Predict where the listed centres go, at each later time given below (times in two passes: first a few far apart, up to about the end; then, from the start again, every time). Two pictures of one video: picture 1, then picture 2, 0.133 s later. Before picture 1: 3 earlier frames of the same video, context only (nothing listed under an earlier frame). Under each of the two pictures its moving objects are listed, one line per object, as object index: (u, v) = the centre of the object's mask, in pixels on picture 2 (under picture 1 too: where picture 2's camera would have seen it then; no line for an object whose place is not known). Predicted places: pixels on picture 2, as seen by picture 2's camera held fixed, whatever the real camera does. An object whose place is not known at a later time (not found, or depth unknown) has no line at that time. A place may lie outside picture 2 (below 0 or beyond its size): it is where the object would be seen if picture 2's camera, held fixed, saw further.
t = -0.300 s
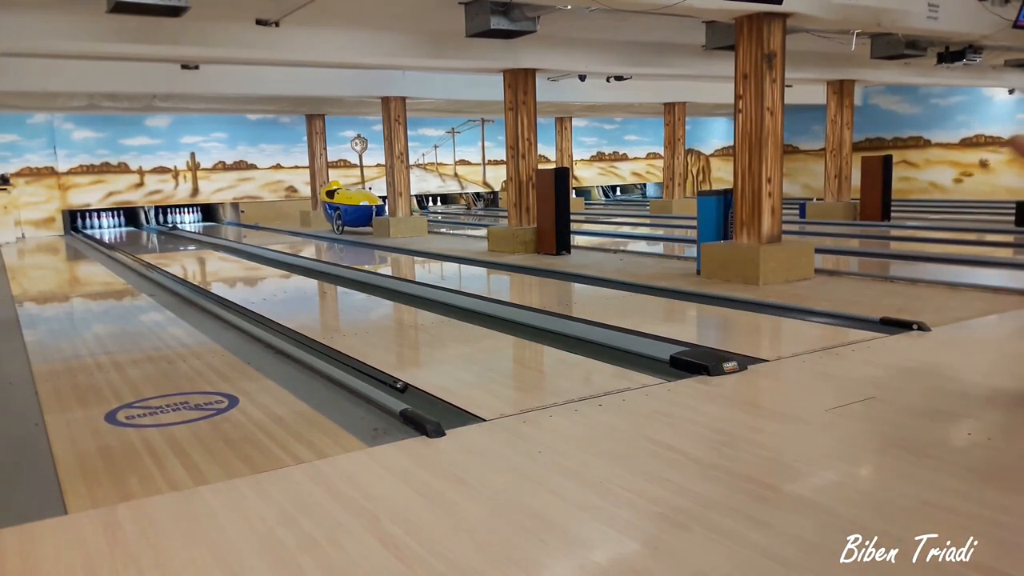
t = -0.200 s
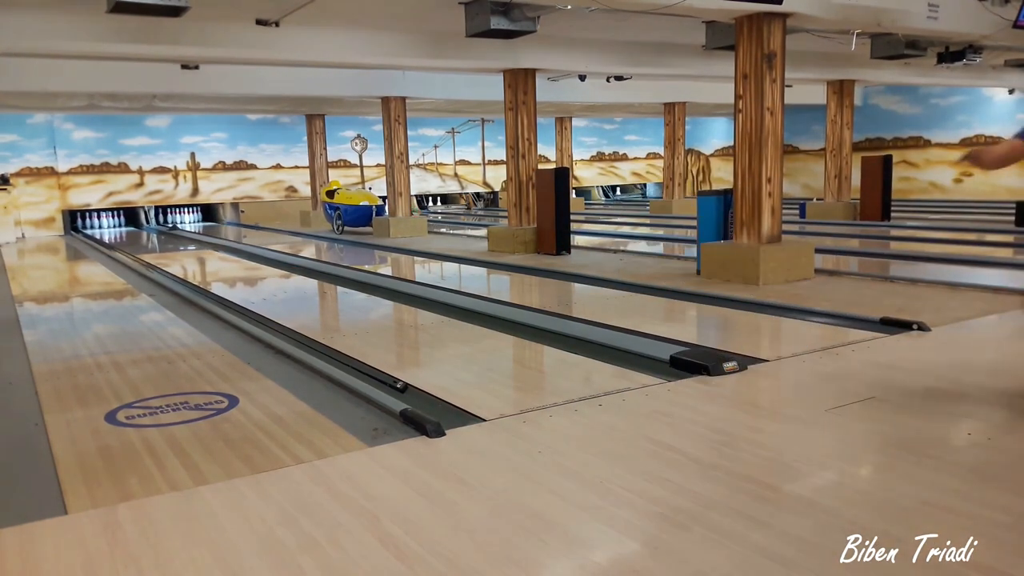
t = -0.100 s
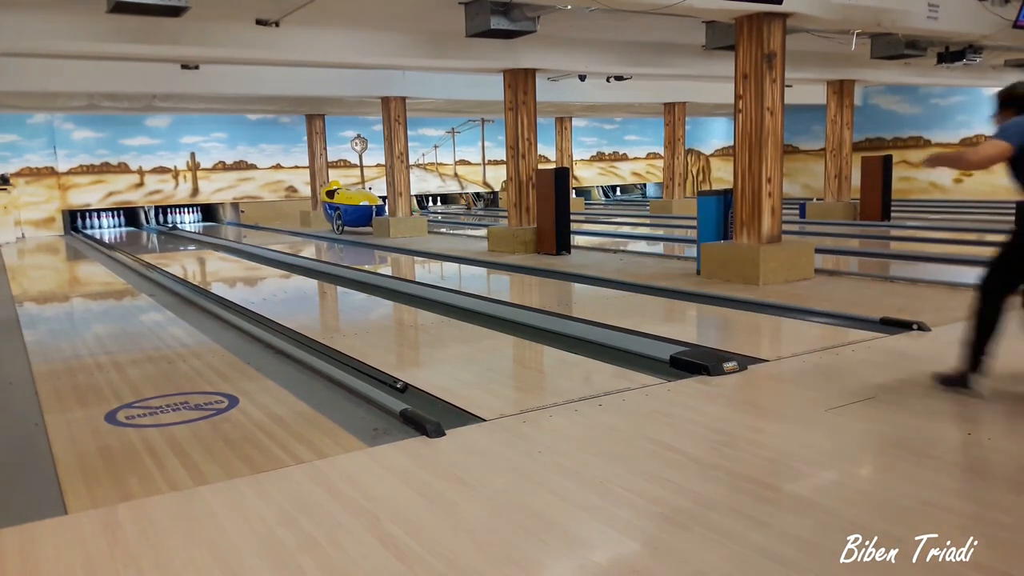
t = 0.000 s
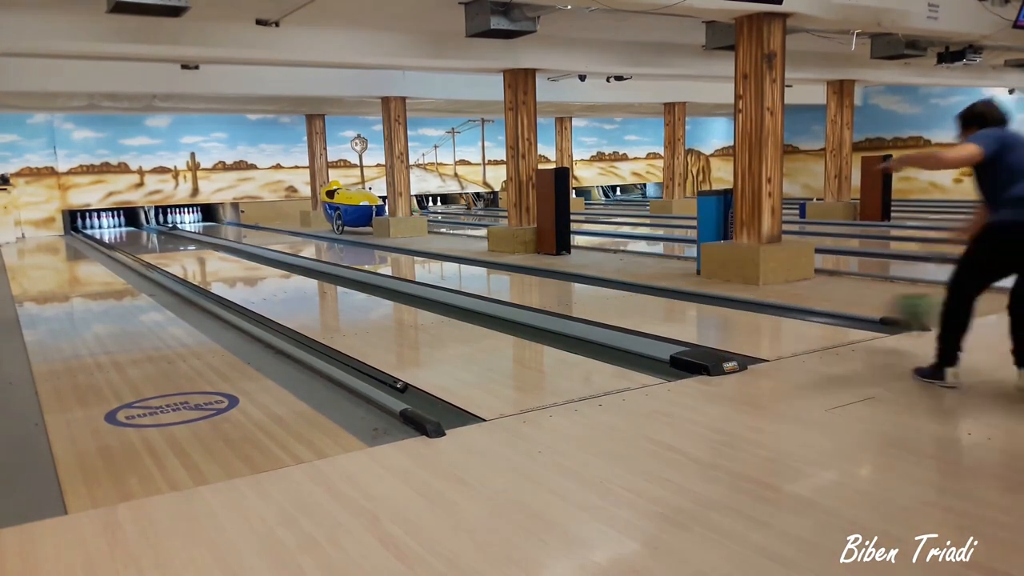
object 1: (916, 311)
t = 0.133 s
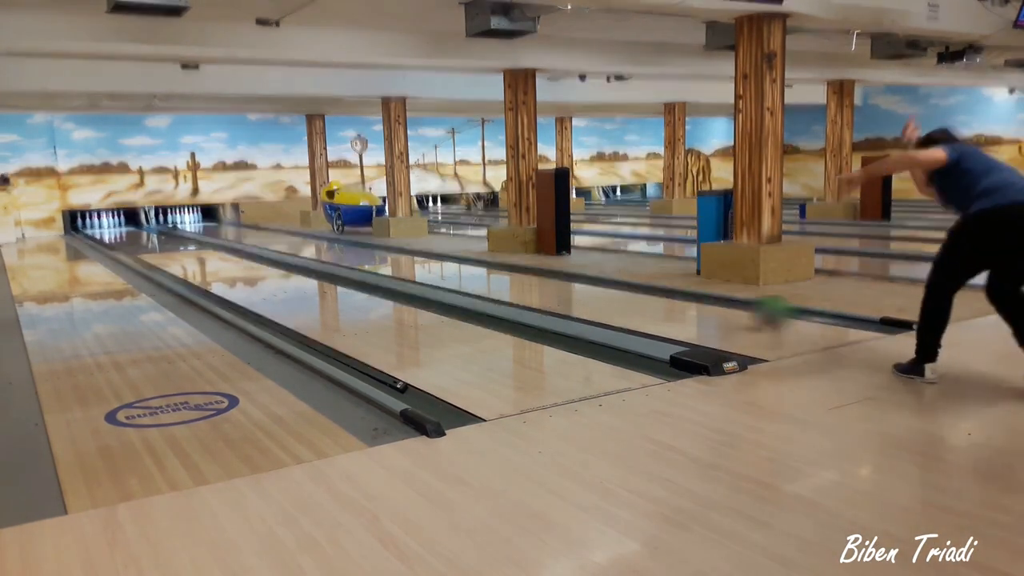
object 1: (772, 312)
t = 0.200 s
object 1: (718, 306)
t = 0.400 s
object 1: (590, 285)
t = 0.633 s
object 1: (491, 271)
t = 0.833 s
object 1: (428, 260)
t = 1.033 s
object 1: (380, 253)
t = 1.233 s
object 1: (340, 247)
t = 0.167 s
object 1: (746, 307)
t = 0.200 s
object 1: (718, 306)
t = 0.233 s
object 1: (693, 303)
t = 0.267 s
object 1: (670, 299)
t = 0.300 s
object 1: (648, 296)
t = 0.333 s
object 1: (627, 292)
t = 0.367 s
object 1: (608, 289)
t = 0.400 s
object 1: (590, 285)
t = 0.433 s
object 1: (572, 283)
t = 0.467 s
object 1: (558, 281)
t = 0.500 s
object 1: (543, 278)
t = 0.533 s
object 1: (529, 277)
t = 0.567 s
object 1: (515, 275)
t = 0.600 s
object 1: (503, 272)
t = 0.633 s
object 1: (491, 271)
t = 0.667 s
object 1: (479, 269)
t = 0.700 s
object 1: (468, 266)
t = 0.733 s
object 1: (457, 265)
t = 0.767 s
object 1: (448, 263)
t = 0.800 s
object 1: (438, 262)
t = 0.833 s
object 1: (428, 260)
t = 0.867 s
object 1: (419, 259)
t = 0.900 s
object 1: (411, 257)
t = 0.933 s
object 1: (403, 256)
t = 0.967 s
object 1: (395, 255)
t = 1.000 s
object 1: (387, 254)
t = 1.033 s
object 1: (380, 253)
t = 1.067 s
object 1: (373, 251)
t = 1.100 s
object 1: (366, 250)
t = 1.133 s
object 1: (359, 249)
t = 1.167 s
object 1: (353, 248)
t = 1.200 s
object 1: (346, 248)
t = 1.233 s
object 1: (340, 247)
